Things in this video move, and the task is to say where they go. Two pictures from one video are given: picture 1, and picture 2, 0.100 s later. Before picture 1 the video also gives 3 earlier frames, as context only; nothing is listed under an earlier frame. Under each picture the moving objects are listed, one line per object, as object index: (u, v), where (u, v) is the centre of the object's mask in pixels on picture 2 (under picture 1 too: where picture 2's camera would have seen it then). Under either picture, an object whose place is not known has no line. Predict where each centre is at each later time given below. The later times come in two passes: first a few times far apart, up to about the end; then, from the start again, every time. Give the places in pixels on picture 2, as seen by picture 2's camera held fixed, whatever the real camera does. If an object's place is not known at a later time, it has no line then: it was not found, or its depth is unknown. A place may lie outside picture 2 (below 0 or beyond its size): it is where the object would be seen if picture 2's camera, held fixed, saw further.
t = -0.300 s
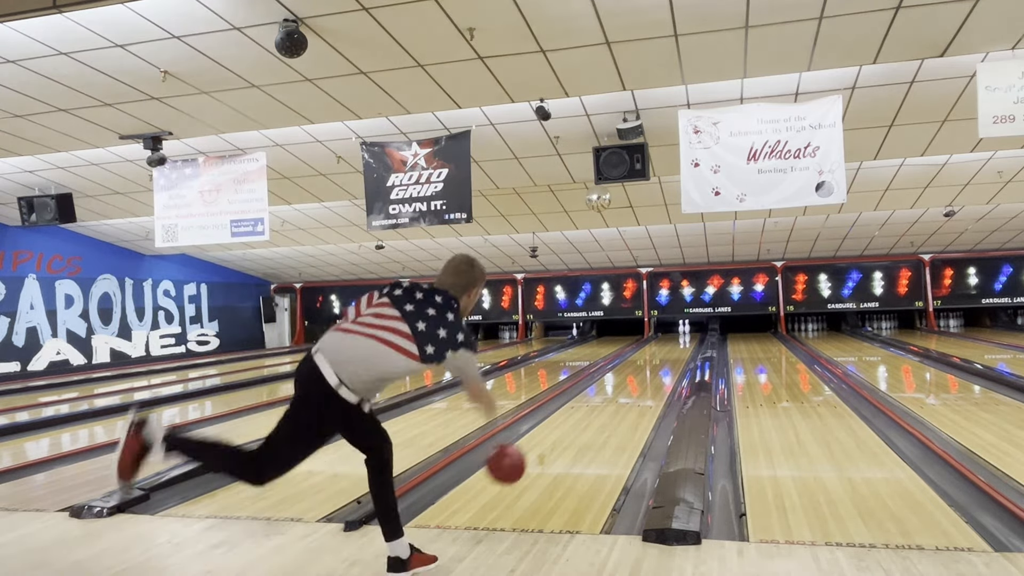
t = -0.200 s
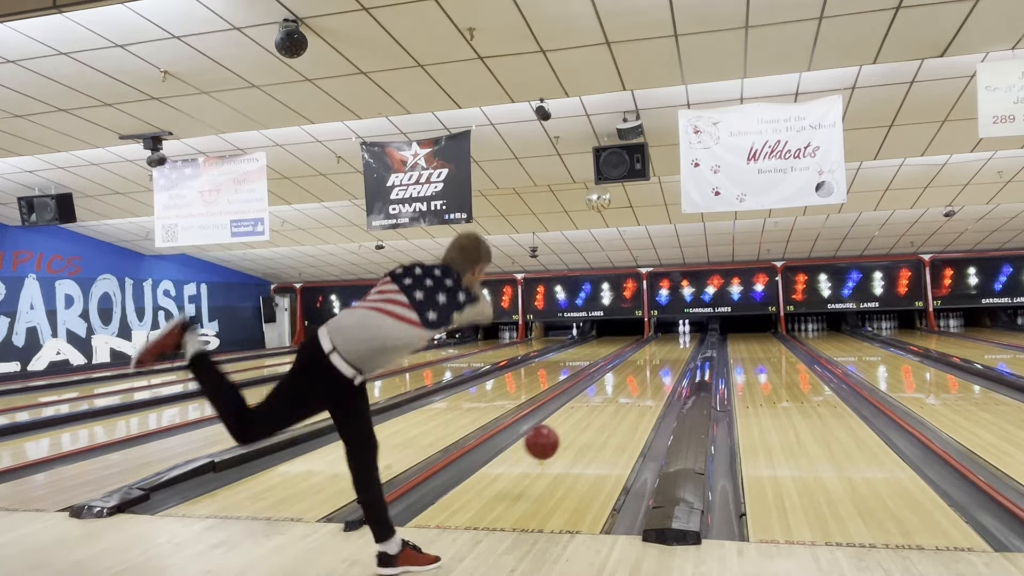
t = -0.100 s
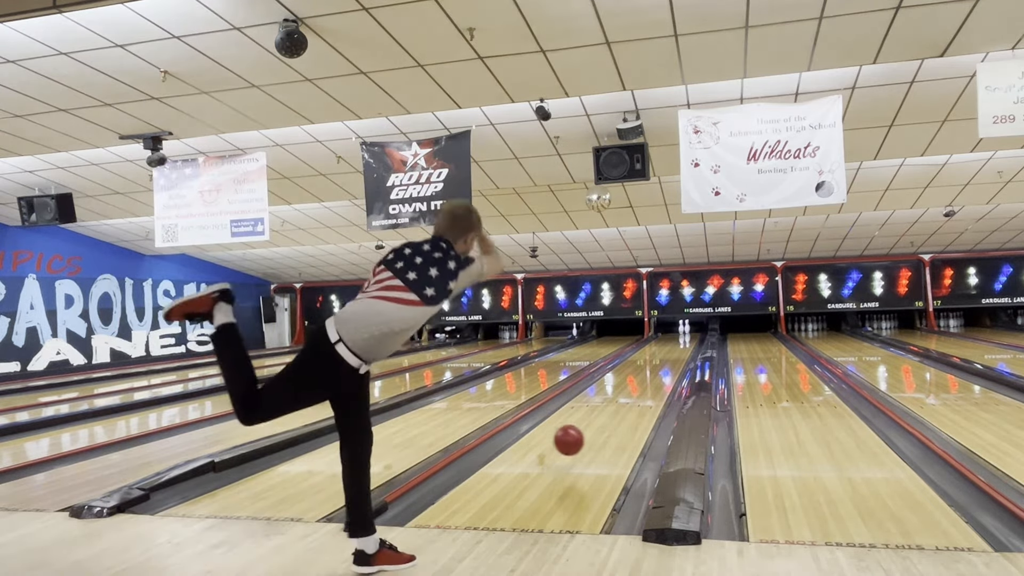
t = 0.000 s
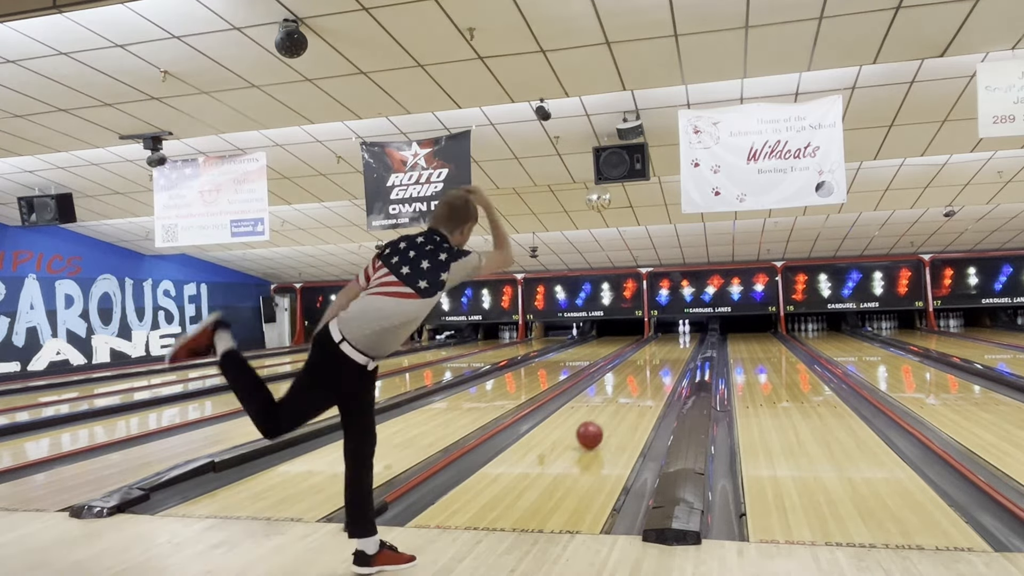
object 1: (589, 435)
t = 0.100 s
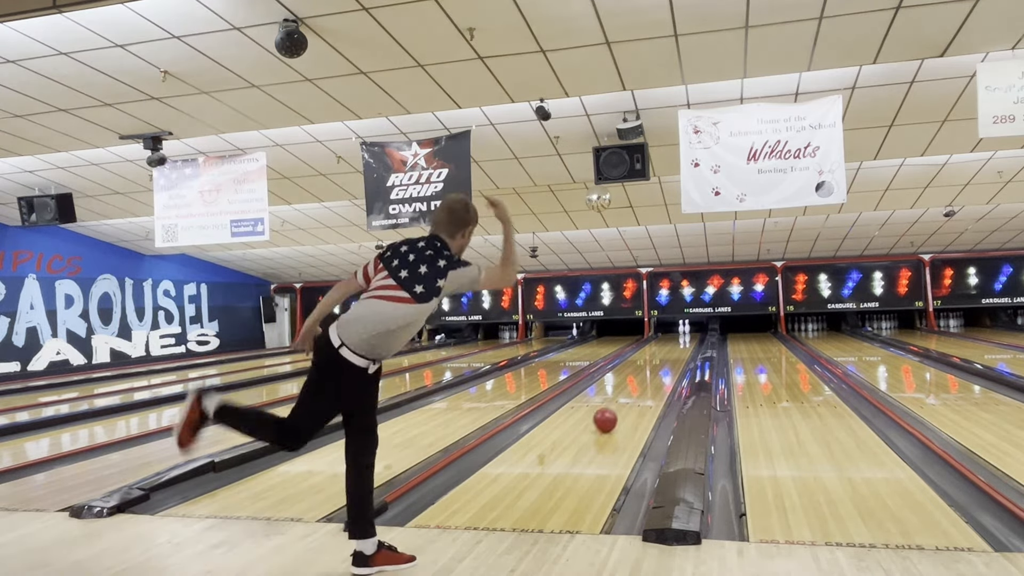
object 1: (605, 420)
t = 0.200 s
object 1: (618, 407)
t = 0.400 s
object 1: (637, 388)
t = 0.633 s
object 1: (652, 373)
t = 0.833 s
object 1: (662, 363)
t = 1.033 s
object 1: (670, 356)
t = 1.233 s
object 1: (675, 350)
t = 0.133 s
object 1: (610, 416)
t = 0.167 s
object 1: (614, 411)
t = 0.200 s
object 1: (618, 407)
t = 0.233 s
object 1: (621, 403)
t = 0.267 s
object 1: (625, 400)
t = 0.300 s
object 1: (628, 397)
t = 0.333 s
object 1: (631, 394)
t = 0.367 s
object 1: (634, 391)
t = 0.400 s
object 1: (637, 388)
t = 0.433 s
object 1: (640, 386)
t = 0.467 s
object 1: (642, 384)
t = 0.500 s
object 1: (644, 381)
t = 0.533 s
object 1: (646, 379)
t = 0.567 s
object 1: (648, 377)
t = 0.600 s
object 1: (650, 375)
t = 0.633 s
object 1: (652, 373)
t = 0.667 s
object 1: (654, 371)
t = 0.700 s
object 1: (655, 370)
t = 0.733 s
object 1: (657, 368)
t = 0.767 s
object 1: (659, 366)
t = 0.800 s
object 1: (660, 365)
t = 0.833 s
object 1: (662, 363)
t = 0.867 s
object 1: (664, 362)
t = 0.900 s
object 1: (665, 361)
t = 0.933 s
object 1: (666, 359)
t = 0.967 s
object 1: (667, 358)
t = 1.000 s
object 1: (668, 357)
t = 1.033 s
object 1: (670, 356)
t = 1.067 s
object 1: (671, 355)
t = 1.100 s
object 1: (672, 354)
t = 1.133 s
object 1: (673, 353)
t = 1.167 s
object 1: (673, 352)
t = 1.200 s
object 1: (674, 351)
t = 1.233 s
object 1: (675, 350)
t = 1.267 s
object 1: (676, 349)
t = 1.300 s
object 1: (677, 348)
